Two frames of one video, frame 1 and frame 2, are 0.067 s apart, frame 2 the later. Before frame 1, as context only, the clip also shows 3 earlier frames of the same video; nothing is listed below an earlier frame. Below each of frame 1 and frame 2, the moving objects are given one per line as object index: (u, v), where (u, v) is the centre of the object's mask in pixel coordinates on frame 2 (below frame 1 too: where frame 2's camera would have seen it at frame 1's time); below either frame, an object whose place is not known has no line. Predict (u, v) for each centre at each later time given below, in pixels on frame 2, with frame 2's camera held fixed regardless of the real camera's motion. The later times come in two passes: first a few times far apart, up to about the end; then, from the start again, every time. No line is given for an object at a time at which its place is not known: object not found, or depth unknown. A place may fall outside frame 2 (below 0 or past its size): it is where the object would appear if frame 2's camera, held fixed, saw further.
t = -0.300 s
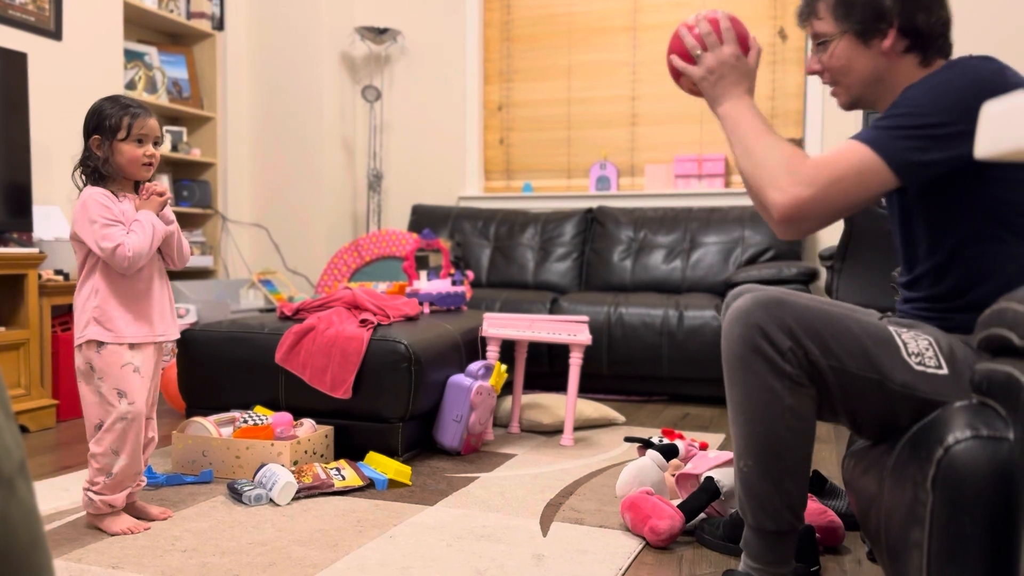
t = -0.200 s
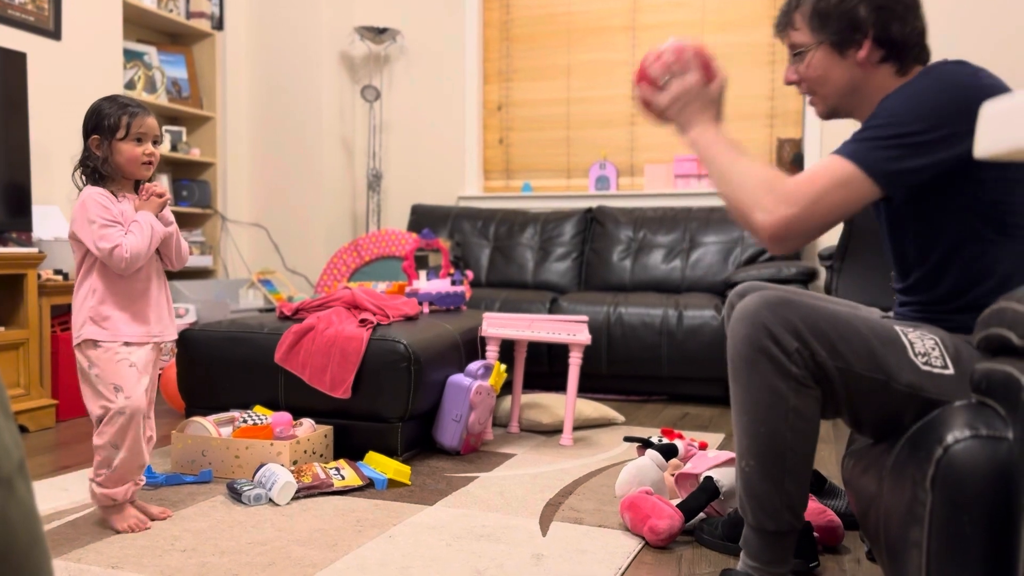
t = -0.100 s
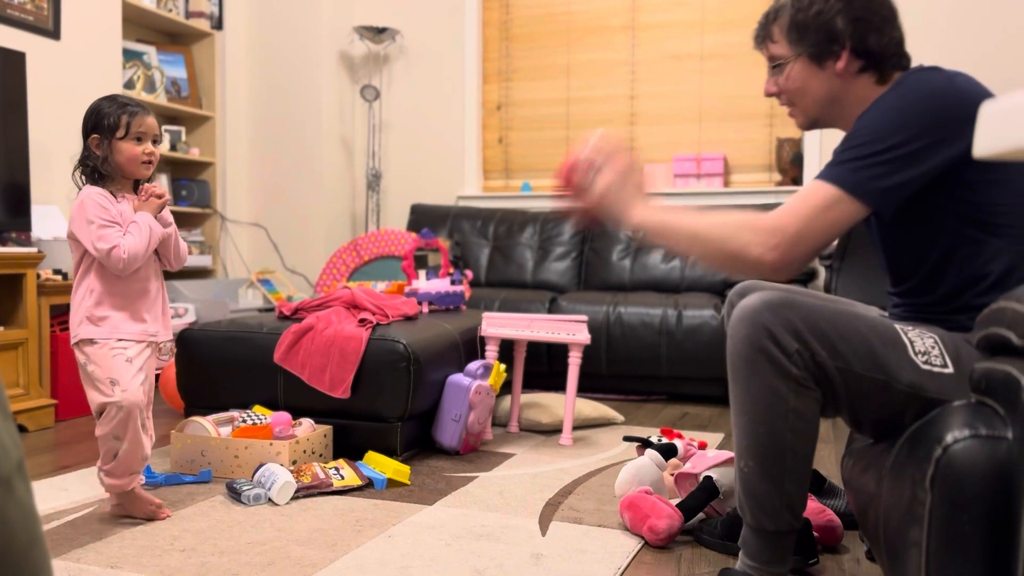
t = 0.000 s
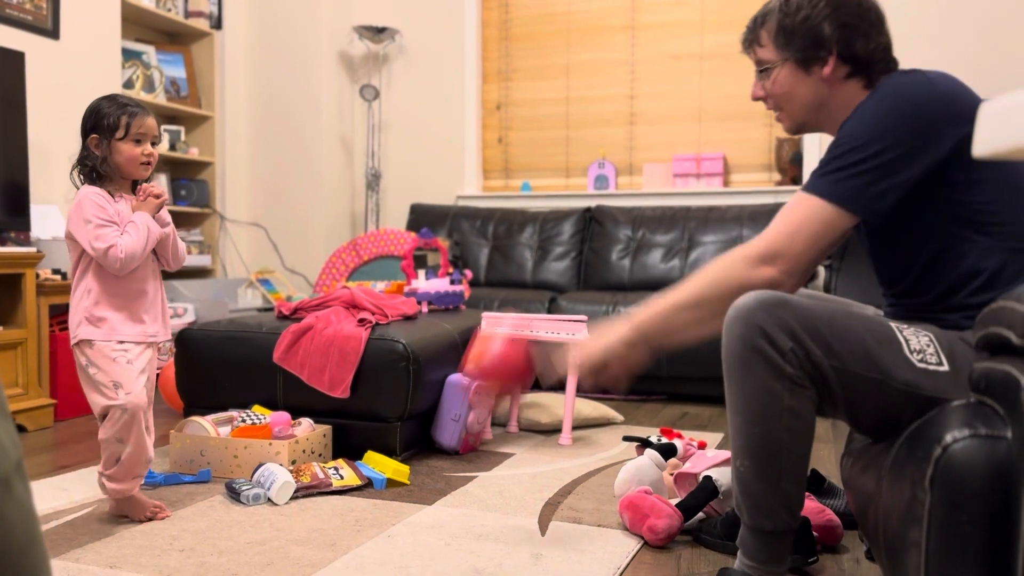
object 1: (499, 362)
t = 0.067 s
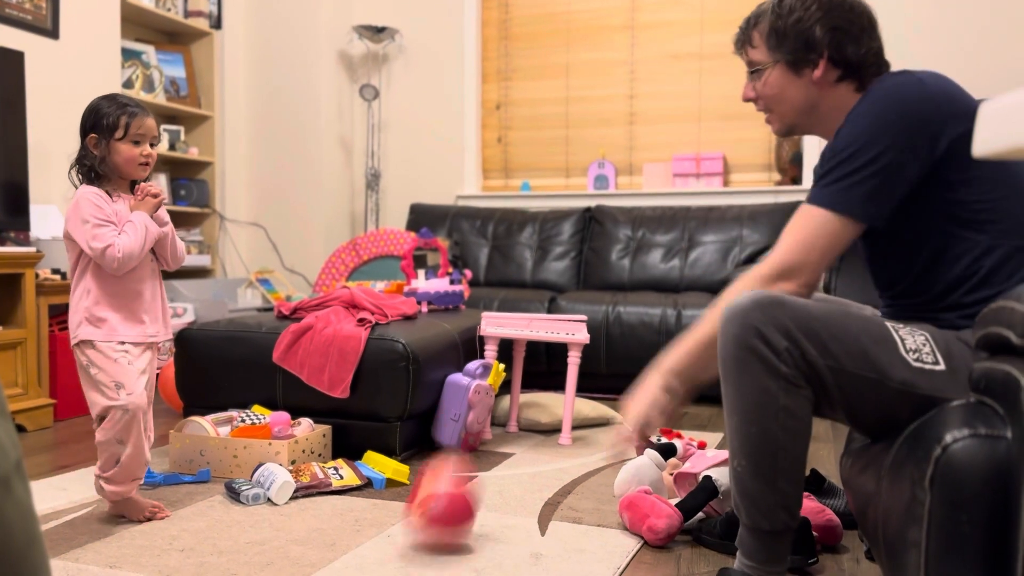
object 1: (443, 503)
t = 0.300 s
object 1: (365, 311)
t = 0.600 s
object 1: (277, 380)
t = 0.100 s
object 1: (427, 481)
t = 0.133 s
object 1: (417, 441)
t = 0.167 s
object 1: (406, 408)
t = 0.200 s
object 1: (396, 378)
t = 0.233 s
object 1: (387, 352)
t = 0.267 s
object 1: (375, 329)
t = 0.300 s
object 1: (365, 311)
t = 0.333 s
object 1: (354, 300)
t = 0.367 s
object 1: (343, 295)
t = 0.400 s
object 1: (333, 293)
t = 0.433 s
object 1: (323, 297)
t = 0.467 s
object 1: (312, 304)
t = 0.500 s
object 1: (303, 317)
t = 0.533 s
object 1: (294, 336)
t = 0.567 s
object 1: (284, 358)
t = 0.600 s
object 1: (277, 380)
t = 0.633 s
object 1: (268, 408)
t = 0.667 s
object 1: (259, 445)
